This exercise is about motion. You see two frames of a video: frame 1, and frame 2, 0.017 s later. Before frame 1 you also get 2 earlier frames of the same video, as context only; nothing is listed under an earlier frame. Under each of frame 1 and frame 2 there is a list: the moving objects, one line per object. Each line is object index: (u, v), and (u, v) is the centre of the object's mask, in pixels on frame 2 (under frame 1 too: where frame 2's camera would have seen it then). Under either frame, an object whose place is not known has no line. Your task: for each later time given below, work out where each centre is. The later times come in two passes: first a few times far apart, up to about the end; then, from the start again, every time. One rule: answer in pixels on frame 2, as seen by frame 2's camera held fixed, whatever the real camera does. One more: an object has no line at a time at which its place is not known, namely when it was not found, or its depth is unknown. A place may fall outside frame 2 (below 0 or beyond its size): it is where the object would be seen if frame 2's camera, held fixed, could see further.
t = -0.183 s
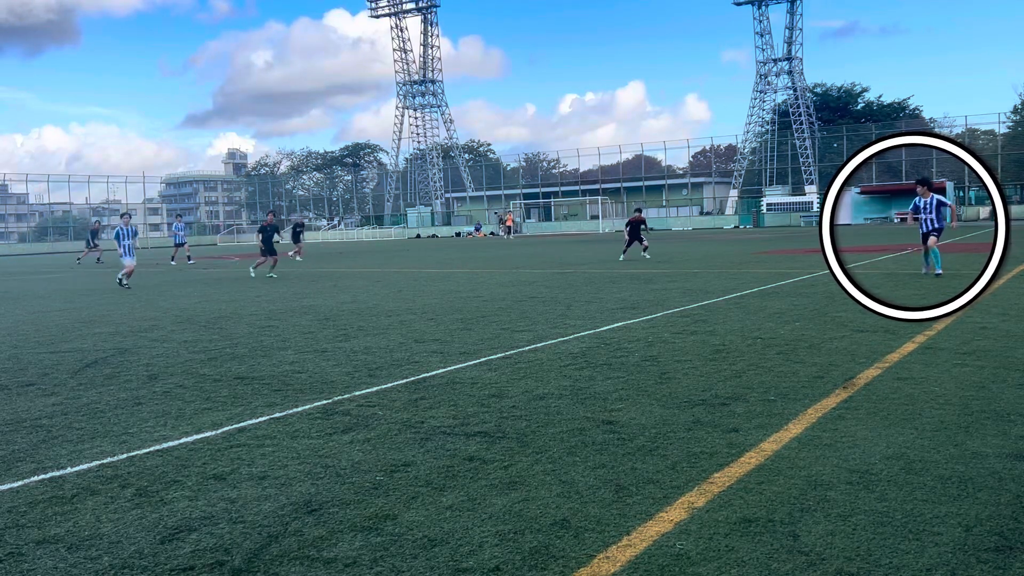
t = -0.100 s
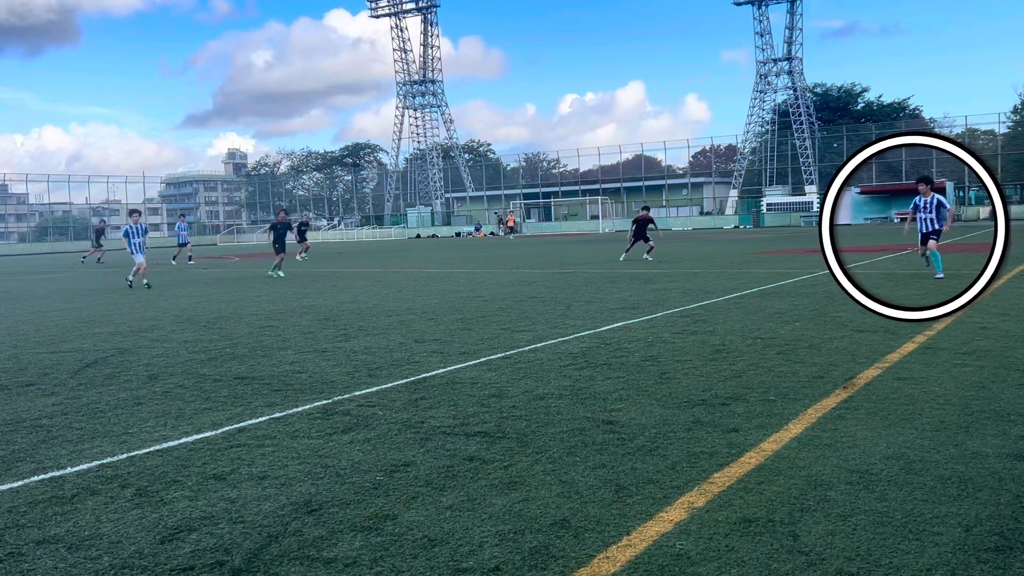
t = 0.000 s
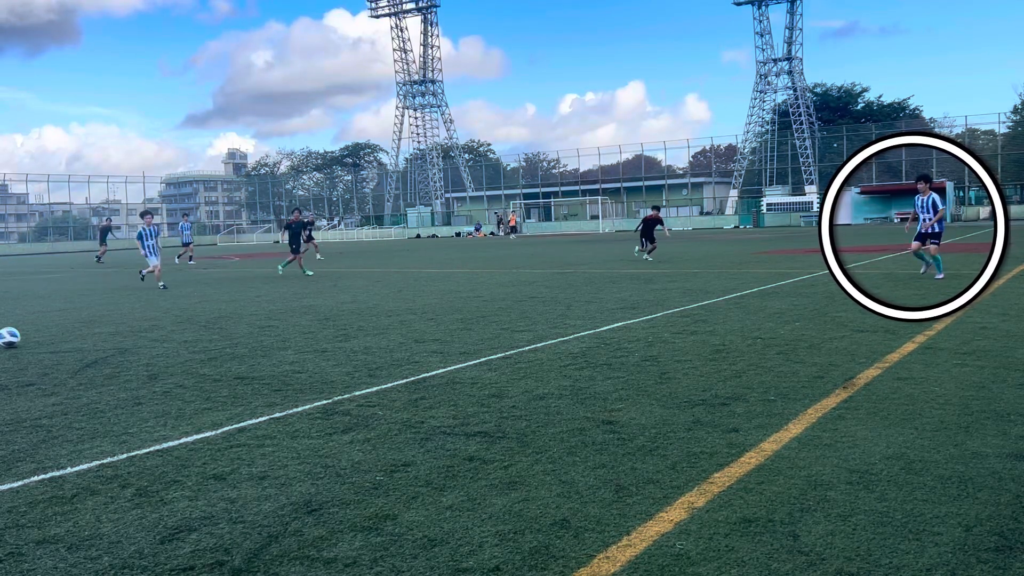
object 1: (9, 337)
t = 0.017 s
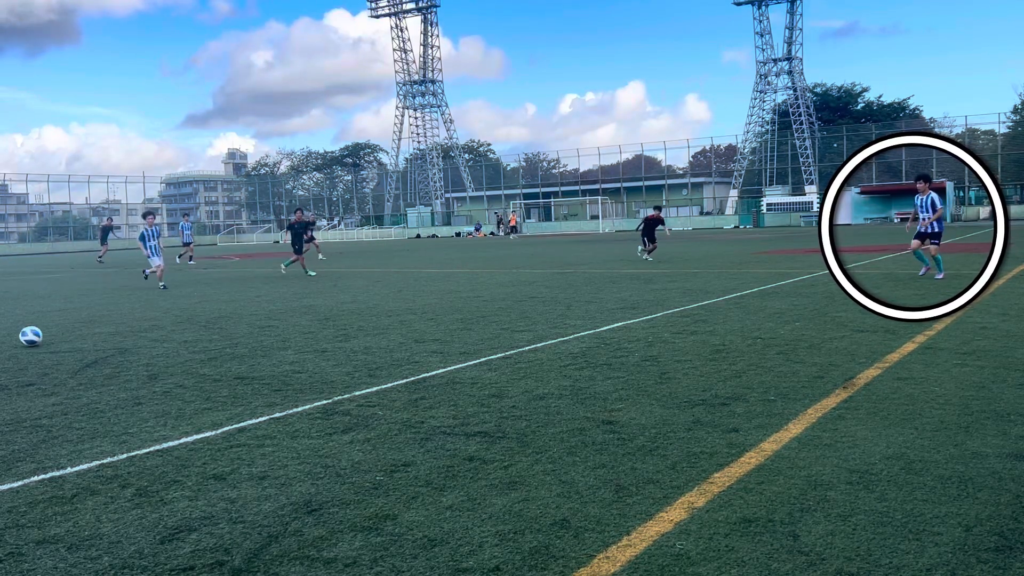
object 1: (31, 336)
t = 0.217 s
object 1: (265, 321)
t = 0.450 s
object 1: (480, 307)
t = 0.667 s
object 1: (636, 299)
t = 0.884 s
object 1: (761, 290)
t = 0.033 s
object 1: (53, 335)
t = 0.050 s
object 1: (74, 333)
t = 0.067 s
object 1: (95, 331)
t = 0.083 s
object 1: (114, 330)
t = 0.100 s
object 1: (134, 328)
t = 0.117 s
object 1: (154, 327)
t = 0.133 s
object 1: (174, 326)
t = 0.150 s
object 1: (193, 326)
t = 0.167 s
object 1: (211, 324)
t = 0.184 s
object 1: (229, 323)
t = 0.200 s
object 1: (247, 322)
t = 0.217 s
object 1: (265, 321)
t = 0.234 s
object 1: (282, 320)
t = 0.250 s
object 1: (300, 319)
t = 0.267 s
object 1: (316, 317)
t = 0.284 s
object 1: (332, 316)
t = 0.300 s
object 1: (348, 315)
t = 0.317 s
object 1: (364, 314)
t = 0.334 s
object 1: (379, 313)
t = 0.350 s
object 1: (395, 312)
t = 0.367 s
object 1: (409, 311)
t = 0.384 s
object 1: (424, 310)
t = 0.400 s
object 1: (438, 309)
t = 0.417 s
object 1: (452, 308)
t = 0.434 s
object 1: (466, 307)
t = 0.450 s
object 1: (480, 307)
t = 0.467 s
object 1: (493, 307)
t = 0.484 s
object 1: (506, 306)
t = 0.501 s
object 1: (519, 305)
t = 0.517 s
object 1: (531, 304)
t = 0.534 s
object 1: (543, 304)
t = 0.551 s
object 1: (556, 303)
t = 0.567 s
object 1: (568, 302)
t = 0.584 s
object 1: (579, 301)
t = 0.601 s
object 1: (591, 301)
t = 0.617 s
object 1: (603, 300)
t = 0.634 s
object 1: (613, 299)
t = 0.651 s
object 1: (625, 299)
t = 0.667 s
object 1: (636, 299)
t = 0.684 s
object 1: (647, 298)
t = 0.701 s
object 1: (656, 297)
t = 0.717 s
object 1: (666, 296)
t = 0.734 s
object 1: (677, 295)
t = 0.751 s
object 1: (687, 294)
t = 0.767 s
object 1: (697, 294)
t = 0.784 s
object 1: (707, 294)
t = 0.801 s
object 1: (716, 294)
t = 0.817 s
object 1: (725, 292)
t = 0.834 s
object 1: (734, 292)
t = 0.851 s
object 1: (743, 291)
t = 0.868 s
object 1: (752, 290)
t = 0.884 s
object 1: (761, 290)
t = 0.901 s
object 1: (769, 290)
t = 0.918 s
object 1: (778, 290)
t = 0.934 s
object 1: (786, 290)
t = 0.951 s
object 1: (794, 289)
